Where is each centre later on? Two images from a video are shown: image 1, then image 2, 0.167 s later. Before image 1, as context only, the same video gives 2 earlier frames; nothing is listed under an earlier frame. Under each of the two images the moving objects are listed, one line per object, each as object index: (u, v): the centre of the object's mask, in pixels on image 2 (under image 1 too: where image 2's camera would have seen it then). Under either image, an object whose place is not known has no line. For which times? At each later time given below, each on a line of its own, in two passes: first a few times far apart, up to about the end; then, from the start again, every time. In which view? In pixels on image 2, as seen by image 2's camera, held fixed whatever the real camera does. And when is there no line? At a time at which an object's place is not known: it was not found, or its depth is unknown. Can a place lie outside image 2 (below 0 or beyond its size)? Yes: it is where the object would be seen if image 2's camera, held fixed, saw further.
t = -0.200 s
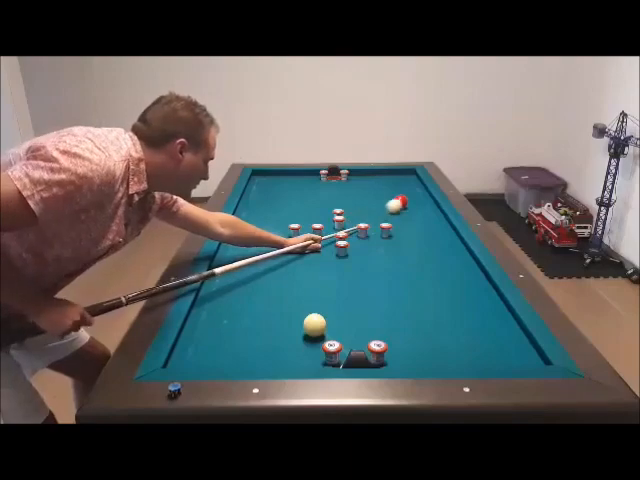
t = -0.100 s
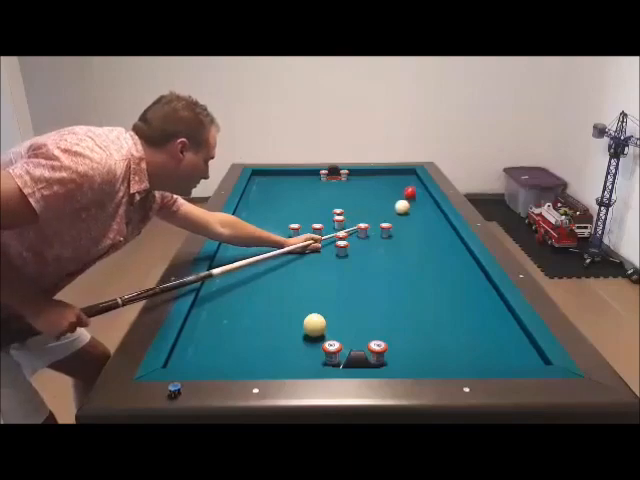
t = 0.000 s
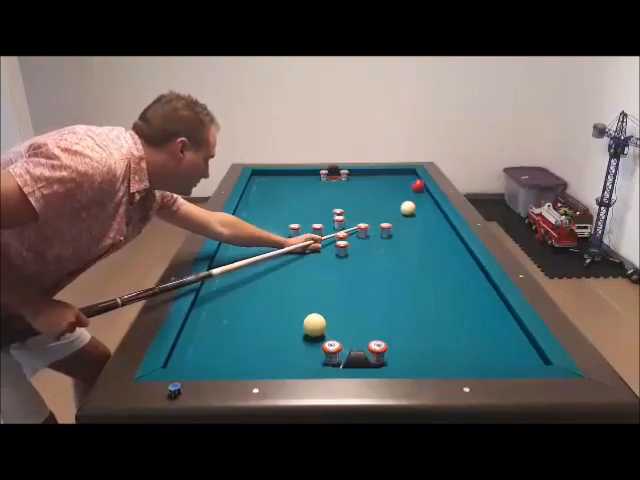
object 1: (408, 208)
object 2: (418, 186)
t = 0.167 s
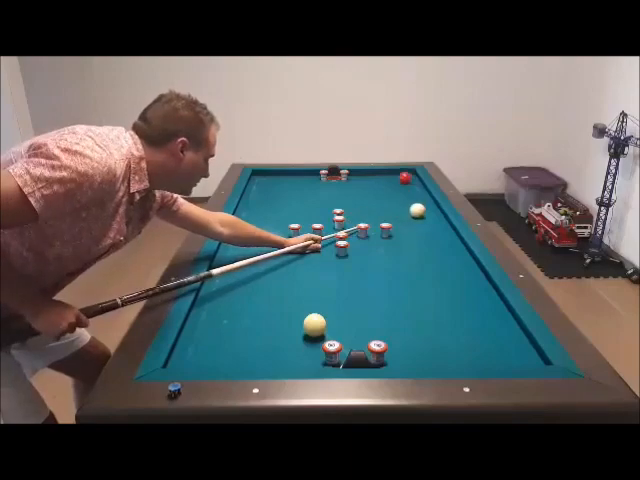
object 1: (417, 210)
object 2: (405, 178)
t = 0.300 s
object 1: (424, 212)
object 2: (394, 172)
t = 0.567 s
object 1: (438, 215)
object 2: (378, 177)
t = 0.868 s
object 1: (434, 220)
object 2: (360, 186)
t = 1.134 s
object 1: (430, 225)
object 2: (342, 194)
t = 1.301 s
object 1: (427, 228)
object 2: (331, 199)
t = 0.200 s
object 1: (419, 210)
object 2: (402, 176)
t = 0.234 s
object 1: (421, 211)
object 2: (399, 174)
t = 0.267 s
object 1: (423, 211)
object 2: (397, 173)
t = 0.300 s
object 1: (424, 212)
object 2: (394, 172)
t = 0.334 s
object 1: (426, 212)
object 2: (392, 171)
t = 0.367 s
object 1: (428, 213)
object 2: (390, 172)
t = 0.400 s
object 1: (430, 213)
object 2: (388, 173)
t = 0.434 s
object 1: (432, 213)
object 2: (386, 173)
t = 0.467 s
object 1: (433, 214)
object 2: (384, 174)
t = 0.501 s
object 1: (436, 214)
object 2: (382, 175)
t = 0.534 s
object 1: (438, 215)
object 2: (380, 176)
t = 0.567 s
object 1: (438, 215)
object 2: (378, 177)
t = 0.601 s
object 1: (438, 216)
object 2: (376, 178)
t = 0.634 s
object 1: (437, 216)
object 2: (374, 179)
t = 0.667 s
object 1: (437, 217)
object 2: (372, 180)
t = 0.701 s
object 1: (436, 218)
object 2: (370, 181)
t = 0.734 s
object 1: (436, 218)
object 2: (368, 182)
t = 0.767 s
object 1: (436, 219)
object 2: (366, 183)
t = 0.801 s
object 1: (435, 219)
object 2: (364, 184)
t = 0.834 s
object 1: (435, 220)
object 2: (362, 185)
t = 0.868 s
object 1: (434, 220)
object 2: (360, 186)
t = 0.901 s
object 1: (434, 221)
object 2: (358, 187)
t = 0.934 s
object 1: (433, 222)
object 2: (356, 188)
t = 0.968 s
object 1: (432, 222)
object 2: (353, 189)
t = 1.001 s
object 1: (432, 223)
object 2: (351, 190)
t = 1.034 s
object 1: (431, 223)
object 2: (349, 191)
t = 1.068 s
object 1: (431, 224)
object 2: (347, 192)
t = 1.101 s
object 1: (430, 224)
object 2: (345, 193)
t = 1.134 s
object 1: (430, 225)
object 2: (342, 194)
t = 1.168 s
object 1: (429, 226)
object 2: (340, 195)
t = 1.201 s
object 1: (429, 226)
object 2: (338, 196)
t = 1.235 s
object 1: (428, 227)
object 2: (335, 197)
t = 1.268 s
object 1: (428, 227)
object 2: (333, 198)
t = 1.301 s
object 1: (427, 228)
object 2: (331, 199)
